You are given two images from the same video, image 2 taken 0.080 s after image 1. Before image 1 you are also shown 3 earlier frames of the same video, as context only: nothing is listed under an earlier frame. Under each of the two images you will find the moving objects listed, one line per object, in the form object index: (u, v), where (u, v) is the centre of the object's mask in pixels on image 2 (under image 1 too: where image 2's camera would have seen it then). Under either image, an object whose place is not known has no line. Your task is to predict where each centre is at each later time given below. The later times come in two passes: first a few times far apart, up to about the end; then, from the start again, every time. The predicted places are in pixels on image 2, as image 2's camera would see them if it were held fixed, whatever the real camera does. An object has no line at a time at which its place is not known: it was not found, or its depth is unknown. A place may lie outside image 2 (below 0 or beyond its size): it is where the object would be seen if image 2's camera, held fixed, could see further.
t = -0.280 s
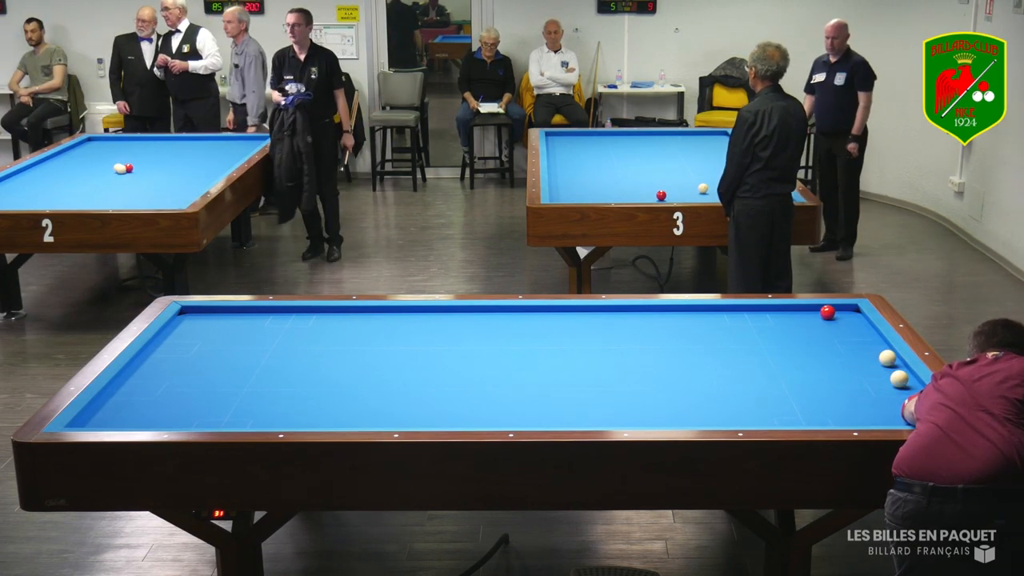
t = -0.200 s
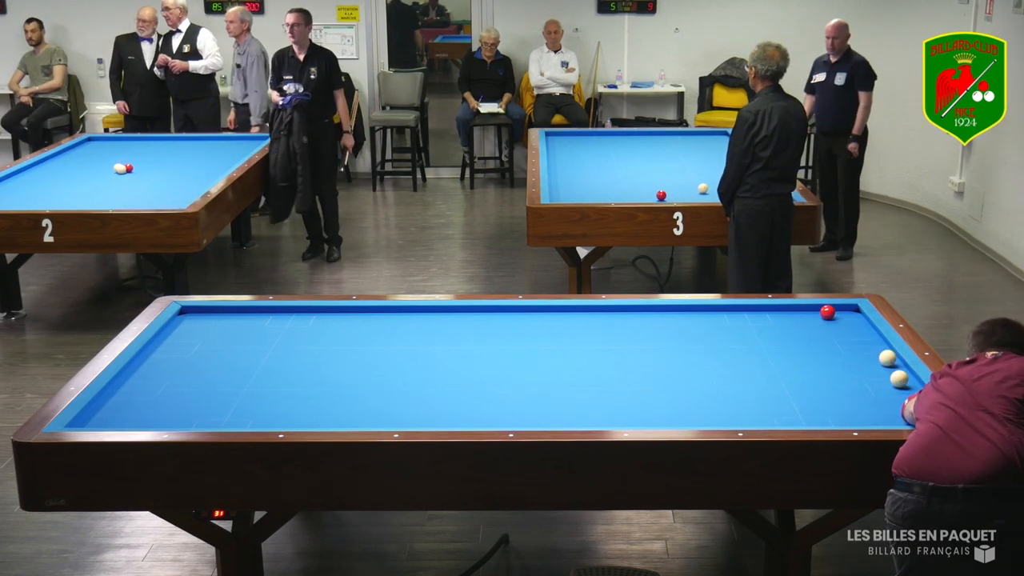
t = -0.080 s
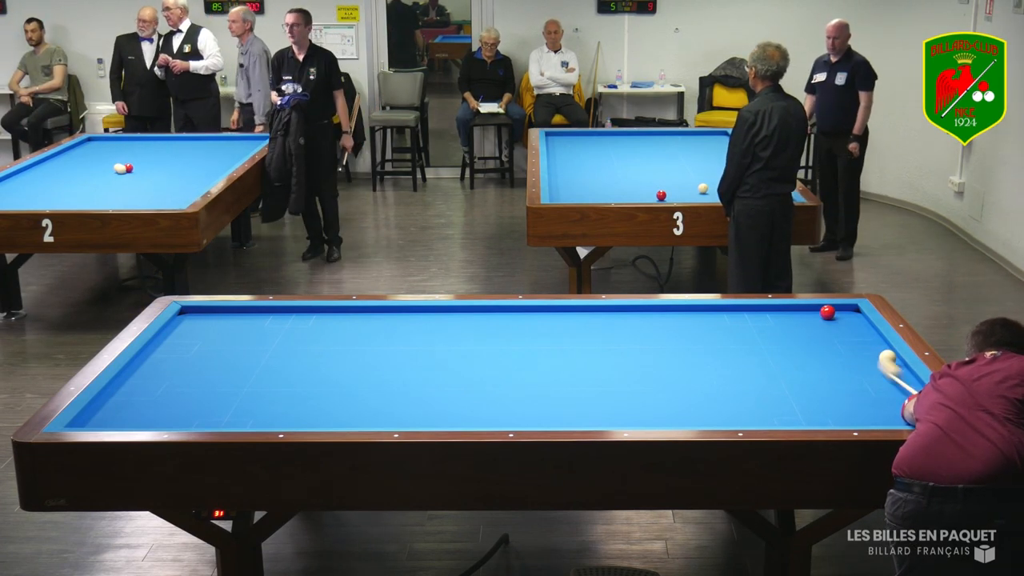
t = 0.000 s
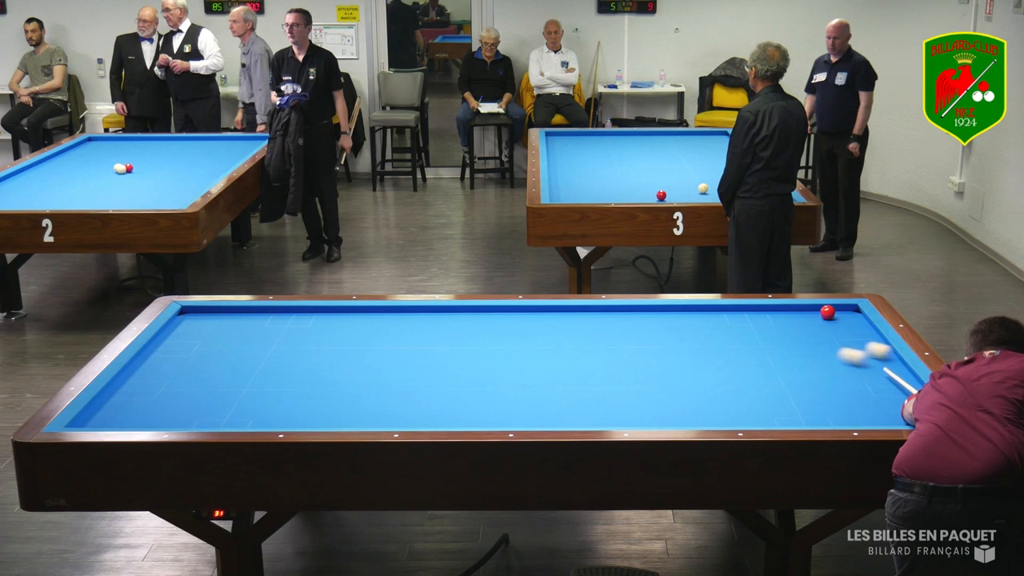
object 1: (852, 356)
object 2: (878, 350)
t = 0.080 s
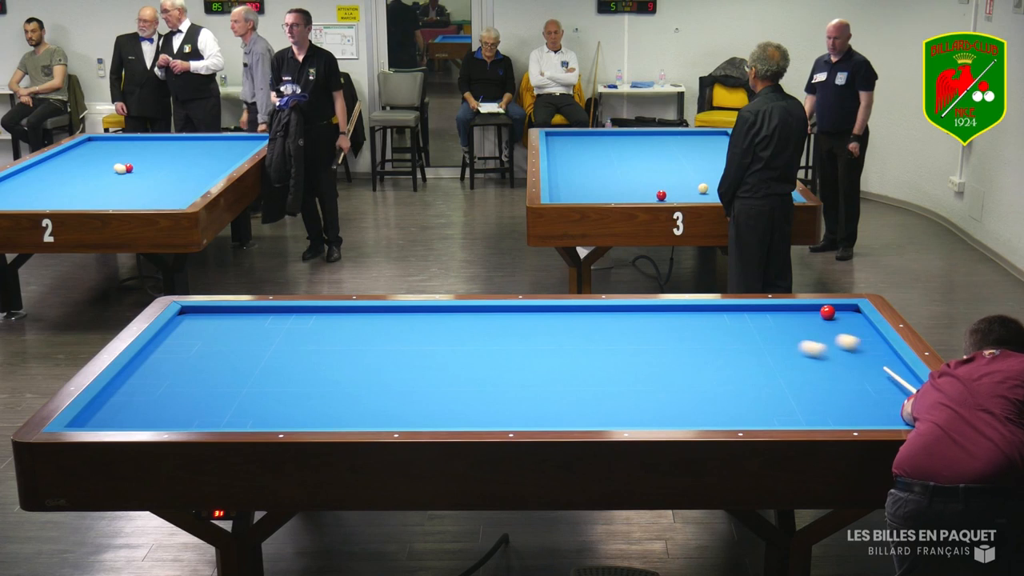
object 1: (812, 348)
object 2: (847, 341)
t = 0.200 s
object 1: (759, 338)
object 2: (808, 331)
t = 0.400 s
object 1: (687, 324)
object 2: (756, 317)
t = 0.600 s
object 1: (620, 310)
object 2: (711, 308)
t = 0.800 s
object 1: (553, 314)
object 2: (674, 317)
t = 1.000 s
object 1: (483, 322)
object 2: (636, 324)
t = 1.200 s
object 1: (412, 329)
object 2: (596, 332)
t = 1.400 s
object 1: (338, 337)
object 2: (555, 340)
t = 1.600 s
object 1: (261, 346)
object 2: (514, 348)
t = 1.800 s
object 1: (182, 354)
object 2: (471, 356)
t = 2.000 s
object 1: (159, 365)
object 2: (428, 364)
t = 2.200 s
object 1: (198, 379)
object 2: (382, 372)
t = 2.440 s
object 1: (238, 395)
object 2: (327, 383)
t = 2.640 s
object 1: (273, 409)
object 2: (279, 392)
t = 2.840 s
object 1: (310, 422)
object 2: (230, 402)
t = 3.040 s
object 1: (358, 416)
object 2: (180, 412)
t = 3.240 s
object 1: (402, 407)
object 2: (129, 420)
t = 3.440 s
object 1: (445, 399)
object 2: (90, 421)
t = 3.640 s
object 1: (485, 392)
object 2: (93, 419)
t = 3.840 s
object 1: (524, 384)
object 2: (111, 418)
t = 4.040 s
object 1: (561, 378)
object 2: (130, 417)
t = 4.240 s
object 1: (597, 371)
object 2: (146, 415)
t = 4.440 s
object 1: (630, 365)
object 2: (163, 413)
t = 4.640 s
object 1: (663, 358)
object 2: (179, 411)
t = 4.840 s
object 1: (694, 353)
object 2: (194, 410)
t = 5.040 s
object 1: (724, 347)
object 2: (209, 408)
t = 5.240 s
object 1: (753, 342)
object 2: (223, 407)
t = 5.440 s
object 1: (780, 337)
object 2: (235, 406)
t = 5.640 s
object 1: (807, 332)
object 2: (248, 404)
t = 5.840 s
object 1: (832, 327)
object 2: (260, 403)
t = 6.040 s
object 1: (856, 323)
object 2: (271, 402)
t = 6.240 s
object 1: (848, 318)
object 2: (282, 401)
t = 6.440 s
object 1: (835, 315)
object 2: (292, 400)
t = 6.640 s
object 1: (828, 315)
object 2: (302, 399)
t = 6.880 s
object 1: (821, 315)
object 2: (312, 398)
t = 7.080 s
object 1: (815, 315)
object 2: (320, 398)
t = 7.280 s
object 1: (811, 316)
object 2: (328, 398)
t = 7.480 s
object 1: (808, 317)
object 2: (335, 397)
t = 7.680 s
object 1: (806, 317)
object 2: (342, 397)
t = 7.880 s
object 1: (803, 318)
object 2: (347, 396)
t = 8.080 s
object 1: (801, 319)
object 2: (352, 396)
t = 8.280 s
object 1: (799, 320)
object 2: (357, 395)
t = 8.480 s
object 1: (797, 320)
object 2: (361, 395)
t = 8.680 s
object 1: (796, 321)
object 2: (365, 394)
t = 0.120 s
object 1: (794, 345)
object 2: (833, 338)
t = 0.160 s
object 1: (776, 341)
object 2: (820, 335)
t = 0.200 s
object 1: (759, 338)
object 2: (808, 331)
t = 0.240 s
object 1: (744, 335)
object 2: (796, 328)
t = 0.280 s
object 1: (730, 332)
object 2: (785, 325)
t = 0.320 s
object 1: (715, 330)
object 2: (775, 323)
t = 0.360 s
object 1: (701, 326)
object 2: (765, 320)
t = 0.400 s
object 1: (687, 324)
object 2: (756, 317)
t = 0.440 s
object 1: (673, 321)
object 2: (746, 315)
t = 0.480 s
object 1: (660, 318)
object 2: (736, 312)
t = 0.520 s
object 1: (646, 315)
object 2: (727, 310)
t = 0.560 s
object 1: (633, 313)
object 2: (718, 307)
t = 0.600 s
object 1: (620, 310)
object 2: (711, 308)
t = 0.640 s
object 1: (608, 308)
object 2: (703, 310)
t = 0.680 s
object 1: (595, 308)
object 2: (696, 312)
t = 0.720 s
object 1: (581, 310)
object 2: (688, 314)
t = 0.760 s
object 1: (567, 312)
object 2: (681, 315)
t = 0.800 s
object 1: (553, 314)
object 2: (674, 317)
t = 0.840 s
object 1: (539, 316)
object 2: (666, 318)
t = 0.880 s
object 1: (525, 317)
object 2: (658, 320)
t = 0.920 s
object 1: (512, 319)
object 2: (651, 321)
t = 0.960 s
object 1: (497, 320)
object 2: (643, 323)
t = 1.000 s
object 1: (483, 322)
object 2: (636, 324)
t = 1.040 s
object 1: (469, 323)
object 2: (627, 326)
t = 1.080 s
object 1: (455, 325)
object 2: (619, 327)
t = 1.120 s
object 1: (441, 326)
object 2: (612, 329)
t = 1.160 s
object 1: (426, 328)
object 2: (604, 330)
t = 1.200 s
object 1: (412, 329)
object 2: (596, 332)
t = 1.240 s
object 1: (397, 331)
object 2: (587, 334)
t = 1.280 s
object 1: (382, 332)
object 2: (580, 335)
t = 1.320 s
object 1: (368, 334)
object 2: (571, 336)
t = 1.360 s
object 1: (352, 336)
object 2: (564, 338)
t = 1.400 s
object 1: (338, 337)
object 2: (555, 340)
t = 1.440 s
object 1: (322, 339)
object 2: (547, 341)
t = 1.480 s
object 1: (307, 340)
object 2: (539, 343)
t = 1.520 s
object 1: (292, 342)
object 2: (530, 344)
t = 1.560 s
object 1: (276, 344)
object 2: (522, 346)
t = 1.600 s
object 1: (261, 346)
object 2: (514, 348)
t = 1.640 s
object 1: (245, 347)
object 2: (505, 349)
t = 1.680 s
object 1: (230, 349)
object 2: (497, 351)
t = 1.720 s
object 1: (214, 350)
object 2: (488, 352)
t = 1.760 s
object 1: (198, 352)
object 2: (480, 354)
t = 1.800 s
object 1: (182, 354)
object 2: (471, 356)
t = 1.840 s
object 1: (166, 356)
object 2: (462, 357)
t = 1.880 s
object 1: (150, 357)
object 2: (454, 358)
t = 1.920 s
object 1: (140, 360)
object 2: (445, 361)
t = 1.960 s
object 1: (149, 362)
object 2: (436, 362)
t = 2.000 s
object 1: (159, 365)
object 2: (428, 364)
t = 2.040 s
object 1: (168, 368)
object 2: (418, 366)
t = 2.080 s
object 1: (176, 371)
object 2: (409, 367)
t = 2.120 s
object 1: (184, 373)
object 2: (400, 369)
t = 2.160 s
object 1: (191, 376)
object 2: (391, 371)
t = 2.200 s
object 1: (198, 379)
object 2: (382, 372)
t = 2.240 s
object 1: (204, 381)
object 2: (373, 374)
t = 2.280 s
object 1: (211, 383)
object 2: (364, 376)
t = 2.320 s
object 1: (217, 387)
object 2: (355, 378)
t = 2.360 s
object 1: (224, 389)
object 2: (346, 380)
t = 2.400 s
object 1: (231, 392)
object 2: (336, 381)
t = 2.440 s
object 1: (238, 395)
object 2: (327, 383)
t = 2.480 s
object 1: (244, 397)
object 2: (317, 385)
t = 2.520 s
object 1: (252, 400)
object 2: (308, 387)
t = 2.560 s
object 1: (259, 403)
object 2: (298, 389)
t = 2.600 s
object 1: (266, 406)
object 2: (289, 390)
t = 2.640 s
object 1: (273, 409)
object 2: (279, 392)
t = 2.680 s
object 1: (281, 412)
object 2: (269, 394)
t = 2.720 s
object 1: (288, 415)
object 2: (259, 397)
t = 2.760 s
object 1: (295, 418)
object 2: (250, 399)
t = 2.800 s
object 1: (302, 420)
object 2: (240, 400)
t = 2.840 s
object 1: (310, 422)
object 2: (230, 402)
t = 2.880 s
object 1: (320, 422)
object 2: (220, 404)
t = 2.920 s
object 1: (330, 420)
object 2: (210, 405)
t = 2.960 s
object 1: (339, 418)
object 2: (200, 408)
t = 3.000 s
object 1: (348, 417)
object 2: (190, 410)
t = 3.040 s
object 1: (358, 416)
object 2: (180, 412)
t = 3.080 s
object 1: (367, 414)
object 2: (170, 413)
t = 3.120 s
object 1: (376, 412)
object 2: (160, 415)
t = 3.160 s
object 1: (385, 411)
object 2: (149, 417)
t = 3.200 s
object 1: (394, 409)
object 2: (139, 419)
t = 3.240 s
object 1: (402, 407)
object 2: (129, 420)
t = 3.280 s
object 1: (411, 406)
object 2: (118, 421)
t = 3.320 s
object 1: (419, 404)
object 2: (108, 422)
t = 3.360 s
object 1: (428, 403)
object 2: (100, 423)
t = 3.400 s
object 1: (437, 401)
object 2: (95, 422)
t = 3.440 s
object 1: (445, 399)
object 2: (90, 421)
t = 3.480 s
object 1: (453, 398)
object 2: (84, 420)
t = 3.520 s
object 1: (461, 396)
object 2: (80, 420)
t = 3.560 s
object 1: (469, 395)
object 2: (84, 419)
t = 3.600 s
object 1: (477, 393)
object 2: (88, 419)
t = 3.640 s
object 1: (485, 392)
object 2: (93, 419)
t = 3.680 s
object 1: (493, 390)
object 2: (96, 419)
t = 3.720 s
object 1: (501, 389)
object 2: (100, 419)
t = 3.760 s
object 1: (509, 387)
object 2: (103, 419)
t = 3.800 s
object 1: (516, 386)
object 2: (107, 418)
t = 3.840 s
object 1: (524, 384)
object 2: (111, 418)
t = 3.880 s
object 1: (532, 383)
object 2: (115, 418)
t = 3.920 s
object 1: (539, 382)
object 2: (119, 418)
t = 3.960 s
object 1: (547, 380)
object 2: (122, 417)
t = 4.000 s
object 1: (554, 379)
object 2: (125, 417)
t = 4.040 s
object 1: (561, 378)
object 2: (130, 417)
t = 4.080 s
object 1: (569, 376)
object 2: (133, 416)
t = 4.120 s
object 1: (576, 374)
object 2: (136, 416)
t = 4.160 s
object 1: (583, 373)
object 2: (140, 415)
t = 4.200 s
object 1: (590, 372)
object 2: (143, 415)
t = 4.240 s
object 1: (597, 371)
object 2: (146, 415)
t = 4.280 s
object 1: (604, 370)
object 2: (150, 415)
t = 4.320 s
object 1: (611, 368)
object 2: (153, 414)
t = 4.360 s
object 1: (617, 367)
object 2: (157, 414)
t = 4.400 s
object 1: (624, 366)
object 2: (160, 413)
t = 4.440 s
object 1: (630, 365)
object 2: (163, 413)
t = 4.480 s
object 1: (637, 364)
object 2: (167, 412)
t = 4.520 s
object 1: (644, 362)
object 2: (170, 413)
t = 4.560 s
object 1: (651, 361)
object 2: (173, 412)
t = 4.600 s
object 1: (657, 359)
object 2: (176, 412)
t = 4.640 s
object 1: (663, 358)
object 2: (179, 411)
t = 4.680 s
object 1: (669, 357)
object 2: (182, 411)
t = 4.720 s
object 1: (675, 356)
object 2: (185, 411)
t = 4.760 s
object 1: (682, 355)
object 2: (188, 411)
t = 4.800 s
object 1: (688, 354)
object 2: (191, 410)
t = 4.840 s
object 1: (694, 353)
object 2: (194, 410)
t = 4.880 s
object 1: (700, 352)
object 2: (197, 409)
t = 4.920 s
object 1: (706, 351)
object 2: (200, 409)
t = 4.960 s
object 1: (712, 349)
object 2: (203, 409)
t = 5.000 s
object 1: (718, 348)
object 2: (206, 409)
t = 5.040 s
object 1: (724, 347)
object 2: (209, 408)
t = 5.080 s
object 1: (730, 346)
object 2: (212, 408)
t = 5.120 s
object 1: (735, 345)
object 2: (214, 408)
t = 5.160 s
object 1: (741, 344)
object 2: (217, 407)
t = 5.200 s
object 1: (747, 343)
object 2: (220, 407)
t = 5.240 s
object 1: (753, 342)
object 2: (223, 407)
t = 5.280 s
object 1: (758, 341)
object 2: (225, 407)
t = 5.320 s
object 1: (764, 340)
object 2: (228, 406)
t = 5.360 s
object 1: (769, 339)
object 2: (231, 406)
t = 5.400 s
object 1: (775, 338)
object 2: (233, 405)
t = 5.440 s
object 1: (780, 337)
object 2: (235, 406)
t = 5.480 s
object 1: (785, 336)
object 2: (238, 405)
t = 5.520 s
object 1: (791, 335)
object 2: (241, 405)
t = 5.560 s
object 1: (796, 334)
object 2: (243, 405)
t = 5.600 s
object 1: (801, 333)
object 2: (246, 405)
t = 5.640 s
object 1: (807, 332)
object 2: (248, 404)
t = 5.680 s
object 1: (812, 331)
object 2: (251, 404)
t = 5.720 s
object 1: (817, 330)
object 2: (253, 404)
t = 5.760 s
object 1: (822, 329)
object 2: (255, 403)
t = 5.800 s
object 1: (827, 328)
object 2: (258, 403)
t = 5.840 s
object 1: (832, 327)
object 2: (260, 403)
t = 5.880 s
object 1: (837, 326)
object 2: (262, 403)
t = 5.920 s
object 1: (842, 325)
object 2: (265, 403)
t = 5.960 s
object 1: (847, 324)
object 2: (267, 402)
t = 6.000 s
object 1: (852, 324)
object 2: (269, 403)
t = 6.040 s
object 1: (856, 323)
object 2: (271, 402)
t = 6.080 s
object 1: (861, 322)
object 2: (273, 402)
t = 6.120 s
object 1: (862, 321)
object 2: (276, 402)
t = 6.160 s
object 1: (856, 320)
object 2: (278, 402)
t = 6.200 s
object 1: (853, 319)
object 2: (280, 402)
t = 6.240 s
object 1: (848, 318)
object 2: (282, 401)
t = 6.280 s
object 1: (845, 317)
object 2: (284, 401)
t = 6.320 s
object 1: (841, 316)
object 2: (286, 401)
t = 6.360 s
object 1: (838, 315)
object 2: (288, 401)
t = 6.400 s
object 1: (837, 315)
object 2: (290, 401)
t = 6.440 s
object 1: (835, 315)
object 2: (292, 400)
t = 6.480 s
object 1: (834, 315)
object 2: (294, 400)
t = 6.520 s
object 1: (832, 315)
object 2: (296, 400)
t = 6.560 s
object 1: (831, 315)
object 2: (298, 400)
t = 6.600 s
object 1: (829, 315)
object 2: (300, 400)
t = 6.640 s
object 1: (828, 315)
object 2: (302, 399)
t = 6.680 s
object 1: (827, 315)
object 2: (303, 399)
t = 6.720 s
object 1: (825, 315)
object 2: (305, 399)
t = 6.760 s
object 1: (824, 315)
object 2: (307, 399)
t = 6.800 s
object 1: (823, 315)
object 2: (309, 399)
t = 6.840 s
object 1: (822, 315)
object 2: (310, 399)
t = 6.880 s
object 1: (821, 315)
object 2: (312, 398)
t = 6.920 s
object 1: (819, 315)
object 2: (314, 398)
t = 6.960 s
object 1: (818, 315)
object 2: (316, 398)
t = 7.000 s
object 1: (817, 315)
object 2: (317, 398)
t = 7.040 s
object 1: (816, 315)
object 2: (319, 398)
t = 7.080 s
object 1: (815, 315)
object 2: (320, 398)
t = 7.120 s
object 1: (814, 315)
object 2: (322, 398)
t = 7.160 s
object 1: (813, 315)
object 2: (324, 398)
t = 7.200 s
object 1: (813, 315)
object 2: (325, 397)
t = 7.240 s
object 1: (812, 316)
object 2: (327, 397)
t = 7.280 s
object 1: (811, 316)
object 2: (328, 398)
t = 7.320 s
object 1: (811, 316)
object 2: (329, 397)
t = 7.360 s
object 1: (810, 316)
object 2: (331, 397)
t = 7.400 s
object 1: (810, 316)
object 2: (332, 397)
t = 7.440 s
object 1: (809, 317)
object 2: (334, 397)
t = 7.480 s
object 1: (808, 317)
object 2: (335, 397)
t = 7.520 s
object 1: (808, 317)
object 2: (336, 397)
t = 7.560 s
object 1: (807, 317)
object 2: (338, 396)
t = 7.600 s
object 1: (807, 317)
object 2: (339, 396)
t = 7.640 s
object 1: (806, 317)
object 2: (340, 396)
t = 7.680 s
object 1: (806, 317)
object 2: (342, 397)
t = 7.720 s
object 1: (805, 318)
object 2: (343, 396)
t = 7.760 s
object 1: (804, 318)
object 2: (344, 396)
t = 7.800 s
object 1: (804, 318)
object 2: (345, 396)
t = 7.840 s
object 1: (803, 318)
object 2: (346, 396)
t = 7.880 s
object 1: (803, 318)
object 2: (347, 396)
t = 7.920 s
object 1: (803, 319)
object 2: (348, 396)
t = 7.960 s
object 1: (802, 319)
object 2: (349, 396)
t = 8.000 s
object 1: (802, 319)
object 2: (351, 396)
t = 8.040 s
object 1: (801, 319)
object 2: (351, 396)
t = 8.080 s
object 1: (801, 319)
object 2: (352, 396)
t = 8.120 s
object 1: (800, 319)
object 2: (353, 396)
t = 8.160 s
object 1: (800, 320)
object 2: (354, 395)
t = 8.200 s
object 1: (800, 319)
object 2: (356, 395)
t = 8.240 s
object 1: (799, 320)
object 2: (356, 395)
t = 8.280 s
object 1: (799, 320)
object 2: (357, 395)
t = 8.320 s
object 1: (798, 320)
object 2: (358, 395)
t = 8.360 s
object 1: (798, 320)
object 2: (359, 395)
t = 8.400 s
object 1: (798, 320)
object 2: (359, 395)
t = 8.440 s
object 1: (798, 320)
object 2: (360, 395)
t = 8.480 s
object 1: (797, 320)
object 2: (361, 395)
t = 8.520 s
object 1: (797, 320)
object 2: (362, 395)
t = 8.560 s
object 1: (797, 320)
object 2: (363, 395)
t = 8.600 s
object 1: (796, 320)
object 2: (364, 395)
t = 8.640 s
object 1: (796, 321)
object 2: (365, 395)
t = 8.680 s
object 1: (796, 321)
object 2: (365, 394)
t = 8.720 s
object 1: (796, 321)
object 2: (366, 394)
